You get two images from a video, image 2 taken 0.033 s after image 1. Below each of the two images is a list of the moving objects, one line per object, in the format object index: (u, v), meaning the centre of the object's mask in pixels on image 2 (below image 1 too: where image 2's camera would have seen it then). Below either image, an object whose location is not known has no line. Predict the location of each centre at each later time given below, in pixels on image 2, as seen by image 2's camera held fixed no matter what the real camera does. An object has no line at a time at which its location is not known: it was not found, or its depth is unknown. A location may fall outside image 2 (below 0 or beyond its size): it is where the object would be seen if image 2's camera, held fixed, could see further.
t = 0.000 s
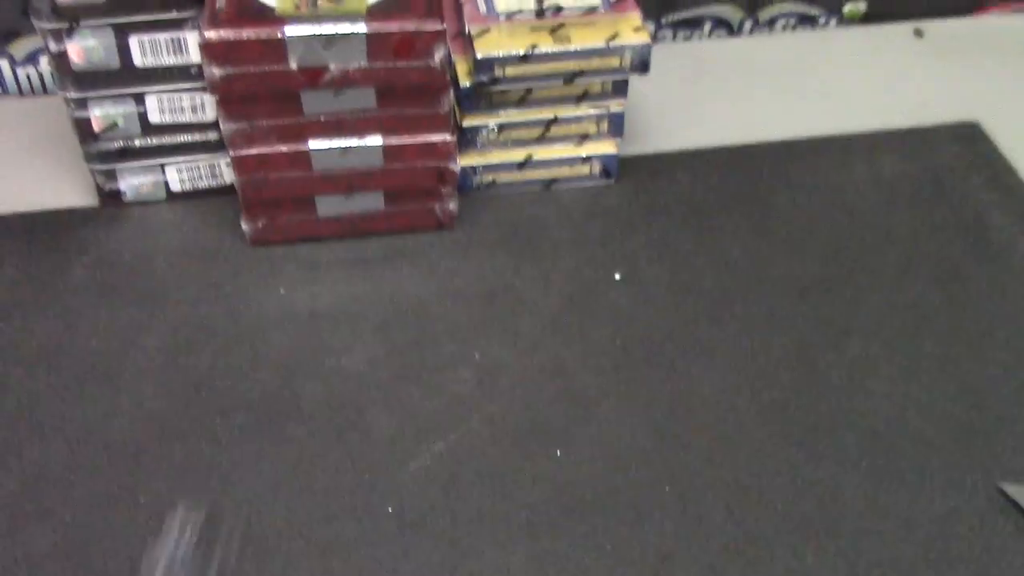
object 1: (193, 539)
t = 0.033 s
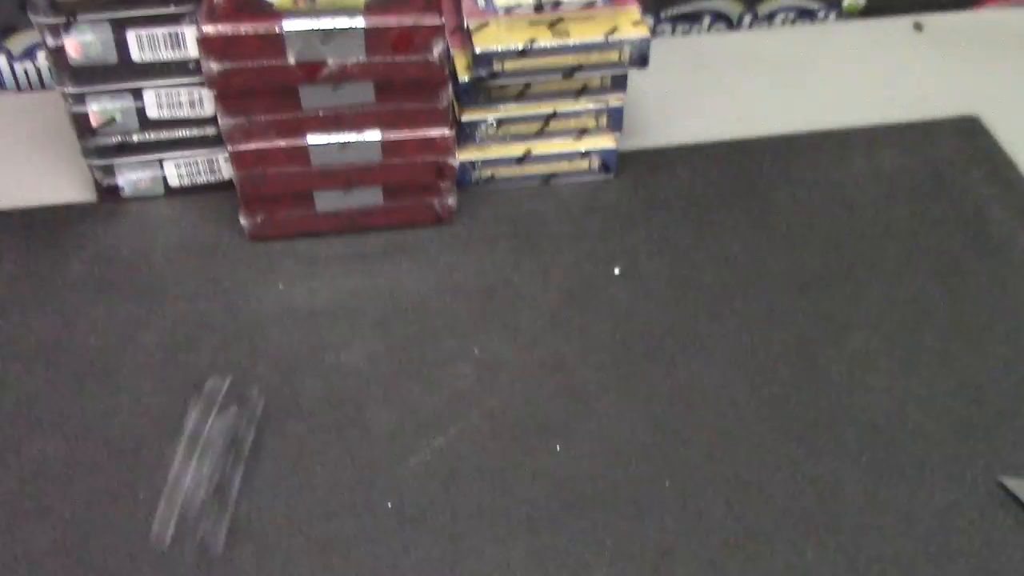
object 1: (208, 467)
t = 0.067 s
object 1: (237, 366)
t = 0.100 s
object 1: (268, 324)
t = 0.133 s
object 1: (291, 310)
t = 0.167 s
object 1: (310, 317)
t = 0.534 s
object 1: (440, 383)
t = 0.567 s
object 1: (456, 384)
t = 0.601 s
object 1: (472, 383)
